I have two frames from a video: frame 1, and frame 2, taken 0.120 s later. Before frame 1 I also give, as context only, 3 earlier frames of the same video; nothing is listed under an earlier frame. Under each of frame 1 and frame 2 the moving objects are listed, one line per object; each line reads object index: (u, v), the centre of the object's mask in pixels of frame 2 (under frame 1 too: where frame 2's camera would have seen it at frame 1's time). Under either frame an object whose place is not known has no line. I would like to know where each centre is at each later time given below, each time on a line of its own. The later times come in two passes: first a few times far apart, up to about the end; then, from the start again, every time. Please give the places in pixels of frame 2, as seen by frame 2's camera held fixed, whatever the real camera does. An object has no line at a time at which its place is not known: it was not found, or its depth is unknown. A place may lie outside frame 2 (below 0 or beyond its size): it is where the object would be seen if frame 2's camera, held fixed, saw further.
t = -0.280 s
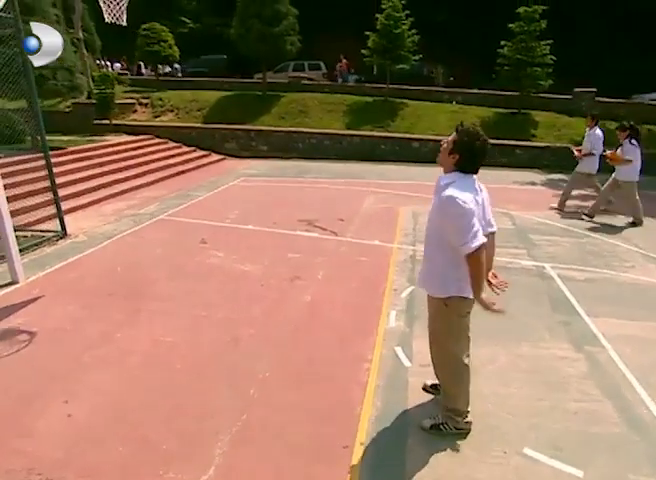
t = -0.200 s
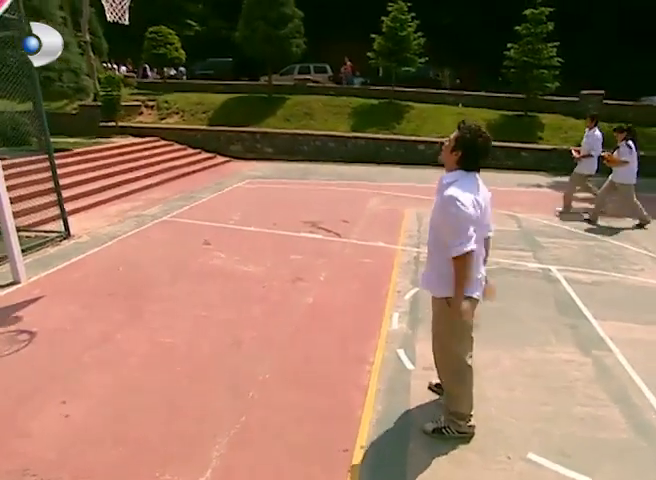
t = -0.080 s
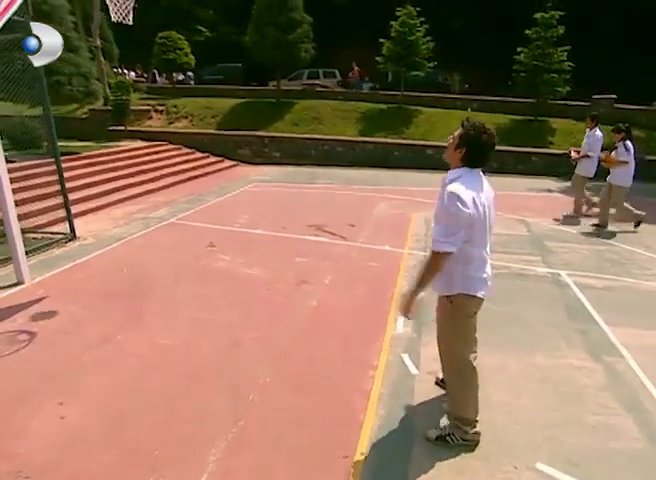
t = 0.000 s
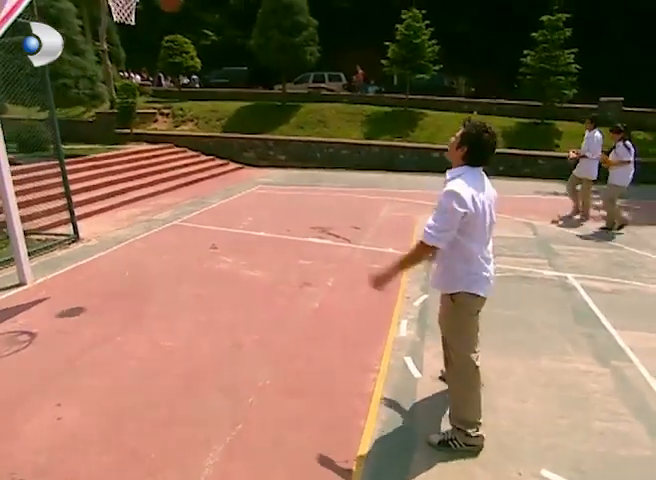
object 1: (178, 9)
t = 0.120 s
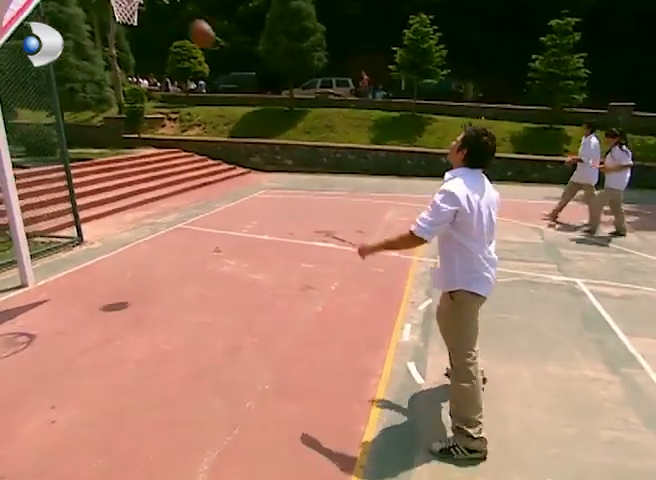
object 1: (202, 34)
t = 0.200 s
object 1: (219, 63)
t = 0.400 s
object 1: (259, 153)
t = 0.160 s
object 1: (210, 47)
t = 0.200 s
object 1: (219, 63)
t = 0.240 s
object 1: (228, 79)
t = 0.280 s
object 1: (234, 94)
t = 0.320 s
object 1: (242, 113)
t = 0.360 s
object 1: (251, 131)
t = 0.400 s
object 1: (259, 153)
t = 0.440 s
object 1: (266, 175)
